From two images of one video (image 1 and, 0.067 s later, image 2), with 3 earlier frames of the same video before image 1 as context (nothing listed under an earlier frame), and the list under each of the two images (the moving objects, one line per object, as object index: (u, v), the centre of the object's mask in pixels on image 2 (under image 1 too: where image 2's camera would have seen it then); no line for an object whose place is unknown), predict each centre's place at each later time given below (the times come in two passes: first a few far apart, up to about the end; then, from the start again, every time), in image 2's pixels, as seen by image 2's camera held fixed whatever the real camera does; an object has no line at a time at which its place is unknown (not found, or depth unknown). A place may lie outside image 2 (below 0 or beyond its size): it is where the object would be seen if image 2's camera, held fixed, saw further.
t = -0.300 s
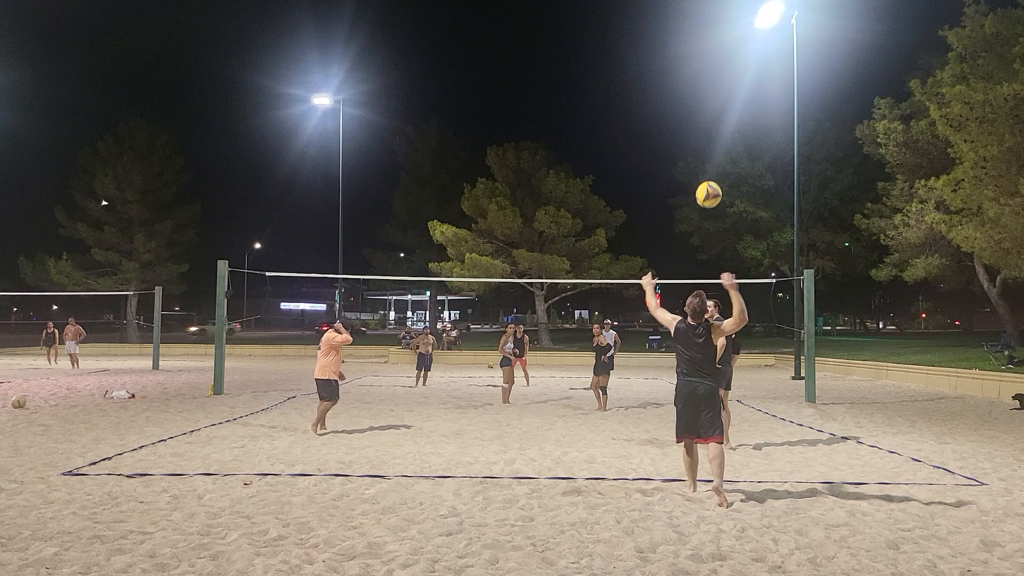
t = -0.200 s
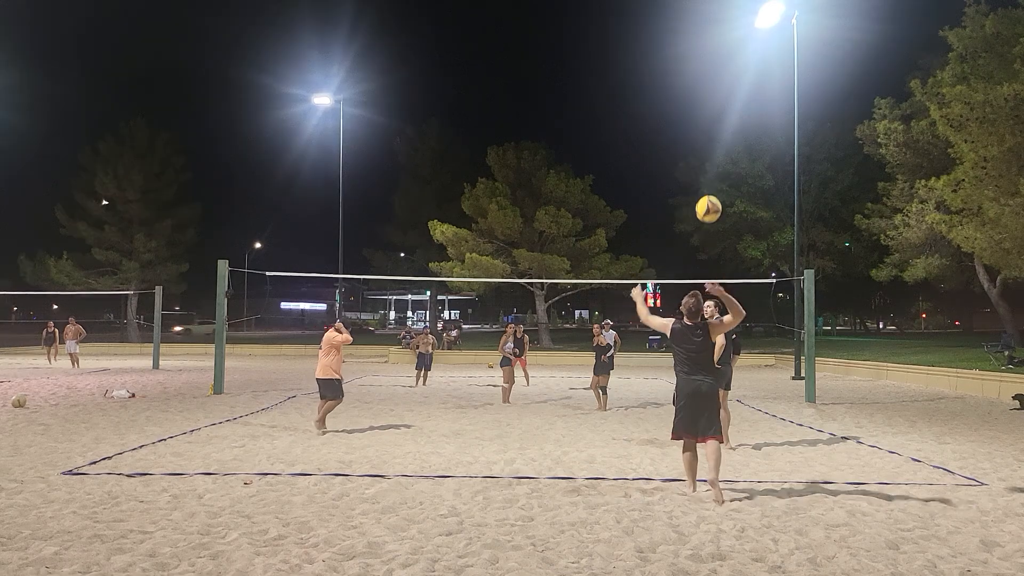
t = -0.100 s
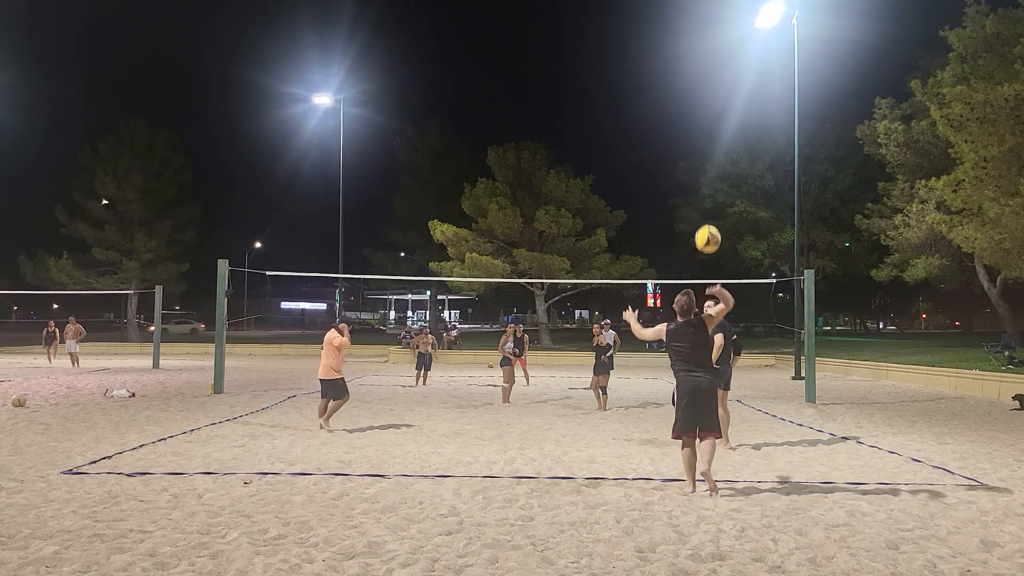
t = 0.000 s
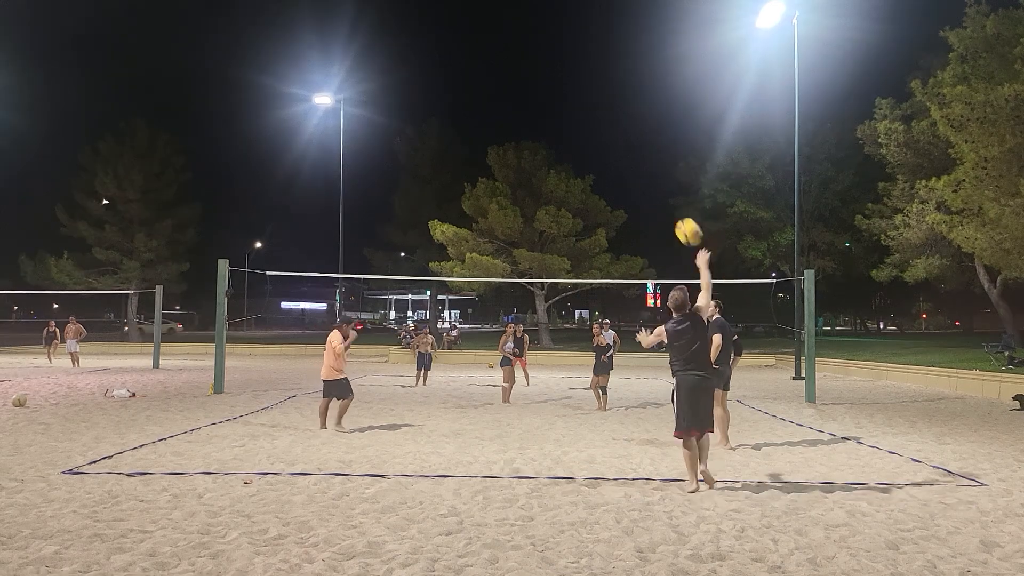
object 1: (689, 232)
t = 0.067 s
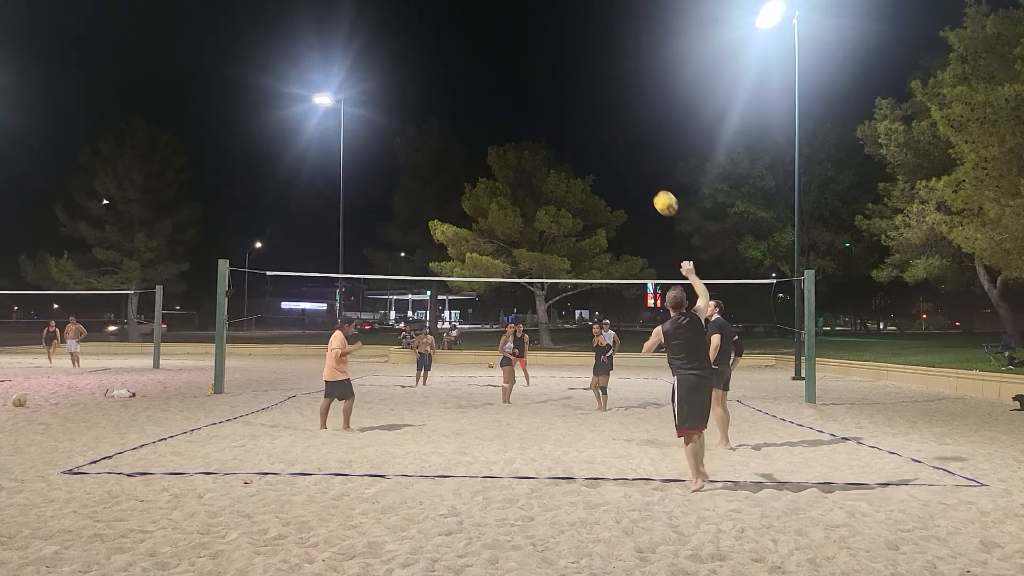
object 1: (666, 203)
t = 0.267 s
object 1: (616, 158)
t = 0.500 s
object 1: (578, 160)
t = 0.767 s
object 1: (553, 197)
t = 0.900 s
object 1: (543, 224)
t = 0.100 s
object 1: (656, 192)
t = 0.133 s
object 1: (647, 182)
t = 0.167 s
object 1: (638, 174)
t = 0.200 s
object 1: (630, 167)
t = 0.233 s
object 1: (623, 162)
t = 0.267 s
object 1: (616, 158)
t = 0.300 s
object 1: (609, 156)
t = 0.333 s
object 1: (603, 154)
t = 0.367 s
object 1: (597, 154)
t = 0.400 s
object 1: (592, 154)
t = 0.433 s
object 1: (587, 155)
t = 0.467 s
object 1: (582, 157)
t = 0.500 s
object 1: (578, 160)
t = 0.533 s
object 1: (574, 163)
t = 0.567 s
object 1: (570, 166)
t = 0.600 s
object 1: (567, 170)
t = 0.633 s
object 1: (564, 175)
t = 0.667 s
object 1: (560, 180)
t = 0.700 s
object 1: (558, 185)
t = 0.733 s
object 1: (555, 191)
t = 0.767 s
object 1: (553, 197)
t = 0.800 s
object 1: (550, 203)
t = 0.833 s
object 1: (548, 210)
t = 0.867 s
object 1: (545, 217)
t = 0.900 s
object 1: (543, 224)
